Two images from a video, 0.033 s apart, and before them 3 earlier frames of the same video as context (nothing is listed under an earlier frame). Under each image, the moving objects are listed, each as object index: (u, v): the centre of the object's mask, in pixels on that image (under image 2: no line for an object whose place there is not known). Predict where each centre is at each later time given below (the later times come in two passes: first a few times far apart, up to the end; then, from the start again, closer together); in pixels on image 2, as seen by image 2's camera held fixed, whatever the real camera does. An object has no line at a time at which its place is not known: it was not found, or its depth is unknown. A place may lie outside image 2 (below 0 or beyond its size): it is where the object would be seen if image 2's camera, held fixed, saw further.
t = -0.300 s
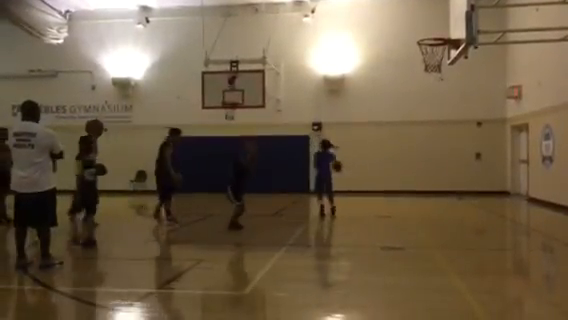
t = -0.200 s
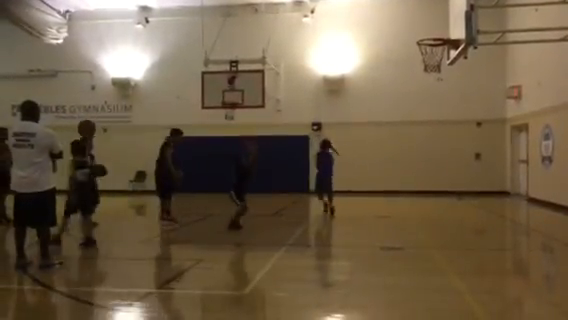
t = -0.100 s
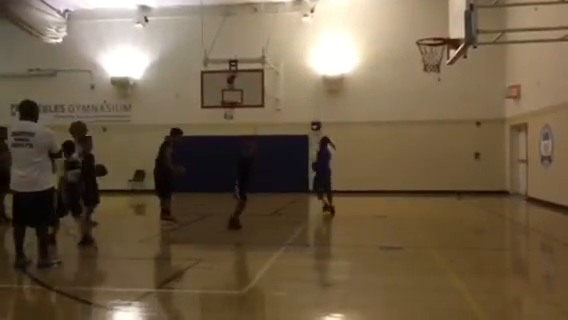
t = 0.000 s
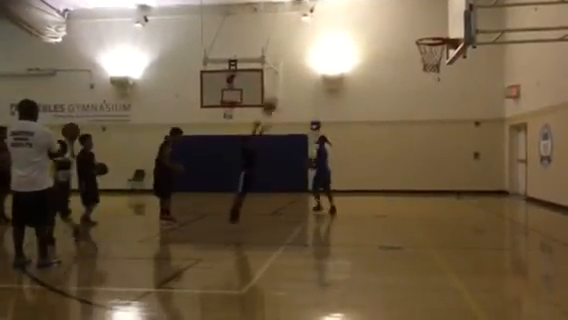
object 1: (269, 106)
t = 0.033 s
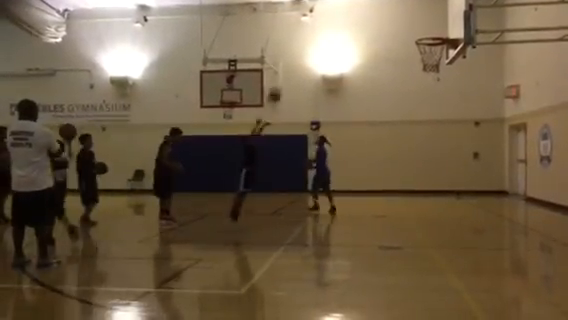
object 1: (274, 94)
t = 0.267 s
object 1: (312, 35)
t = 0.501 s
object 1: (352, 5)
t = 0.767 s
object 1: (397, 11)
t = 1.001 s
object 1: (437, 53)
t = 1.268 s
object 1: (453, 90)
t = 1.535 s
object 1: (465, 168)
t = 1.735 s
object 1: (470, 204)
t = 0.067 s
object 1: (279, 84)
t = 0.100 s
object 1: (284, 75)
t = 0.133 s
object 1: (290, 66)
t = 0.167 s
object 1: (296, 57)
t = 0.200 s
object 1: (301, 48)
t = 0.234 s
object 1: (307, 41)
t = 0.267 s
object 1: (312, 35)
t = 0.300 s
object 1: (318, 28)
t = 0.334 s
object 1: (323, 23)
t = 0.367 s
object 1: (329, 18)
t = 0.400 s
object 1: (335, 13)
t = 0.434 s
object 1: (341, 10)
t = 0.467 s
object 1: (346, 7)
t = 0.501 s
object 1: (352, 5)
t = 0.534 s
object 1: (357, 5)
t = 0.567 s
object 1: (363, 4)
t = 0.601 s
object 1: (369, 4)
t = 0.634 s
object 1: (374, 4)
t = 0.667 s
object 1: (380, 4)
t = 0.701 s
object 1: (386, 5)
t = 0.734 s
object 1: (392, 8)
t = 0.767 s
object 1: (397, 11)
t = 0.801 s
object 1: (403, 15)
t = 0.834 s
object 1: (409, 20)
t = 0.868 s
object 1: (414, 25)
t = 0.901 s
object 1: (420, 30)
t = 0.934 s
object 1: (425, 38)
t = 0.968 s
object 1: (431, 46)
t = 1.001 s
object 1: (437, 53)
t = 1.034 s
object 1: (441, 58)
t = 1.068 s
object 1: (443, 61)
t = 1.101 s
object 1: (445, 64)
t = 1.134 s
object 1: (447, 69)
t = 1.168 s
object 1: (448, 73)
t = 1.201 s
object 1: (450, 78)
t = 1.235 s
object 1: (452, 84)
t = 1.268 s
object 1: (453, 90)
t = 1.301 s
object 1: (454, 98)
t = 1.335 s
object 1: (456, 106)
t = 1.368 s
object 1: (457, 114)
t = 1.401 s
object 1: (458, 123)
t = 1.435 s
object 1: (460, 134)
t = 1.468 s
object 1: (462, 145)
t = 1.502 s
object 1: (464, 156)
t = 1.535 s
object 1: (465, 168)
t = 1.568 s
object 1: (467, 180)
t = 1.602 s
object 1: (469, 196)
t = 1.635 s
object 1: (470, 209)
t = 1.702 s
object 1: (471, 214)
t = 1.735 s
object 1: (470, 204)
